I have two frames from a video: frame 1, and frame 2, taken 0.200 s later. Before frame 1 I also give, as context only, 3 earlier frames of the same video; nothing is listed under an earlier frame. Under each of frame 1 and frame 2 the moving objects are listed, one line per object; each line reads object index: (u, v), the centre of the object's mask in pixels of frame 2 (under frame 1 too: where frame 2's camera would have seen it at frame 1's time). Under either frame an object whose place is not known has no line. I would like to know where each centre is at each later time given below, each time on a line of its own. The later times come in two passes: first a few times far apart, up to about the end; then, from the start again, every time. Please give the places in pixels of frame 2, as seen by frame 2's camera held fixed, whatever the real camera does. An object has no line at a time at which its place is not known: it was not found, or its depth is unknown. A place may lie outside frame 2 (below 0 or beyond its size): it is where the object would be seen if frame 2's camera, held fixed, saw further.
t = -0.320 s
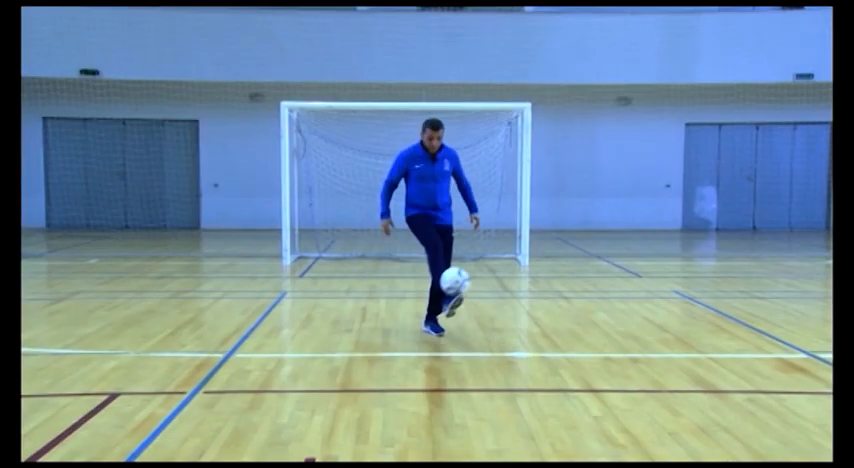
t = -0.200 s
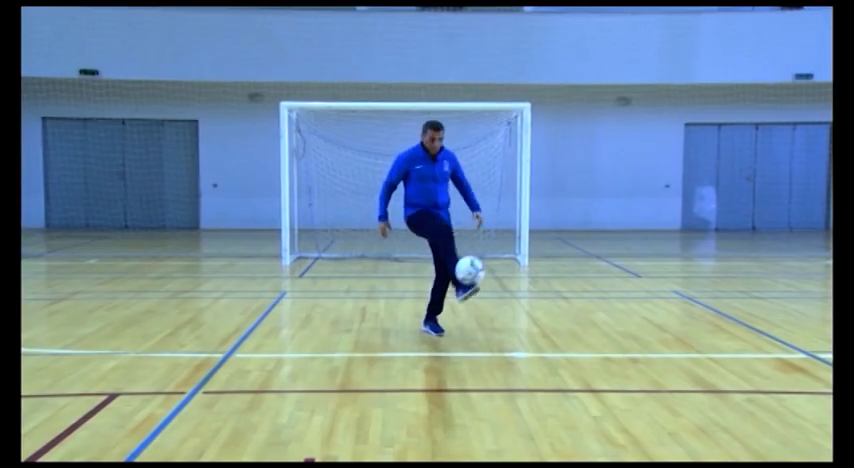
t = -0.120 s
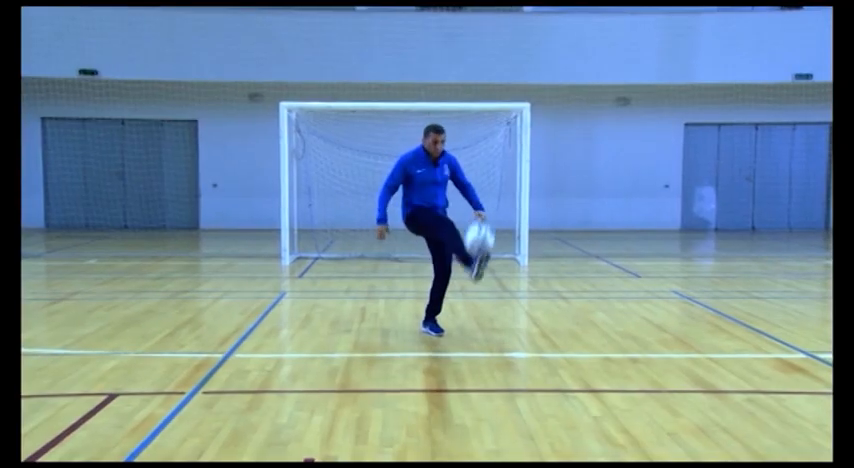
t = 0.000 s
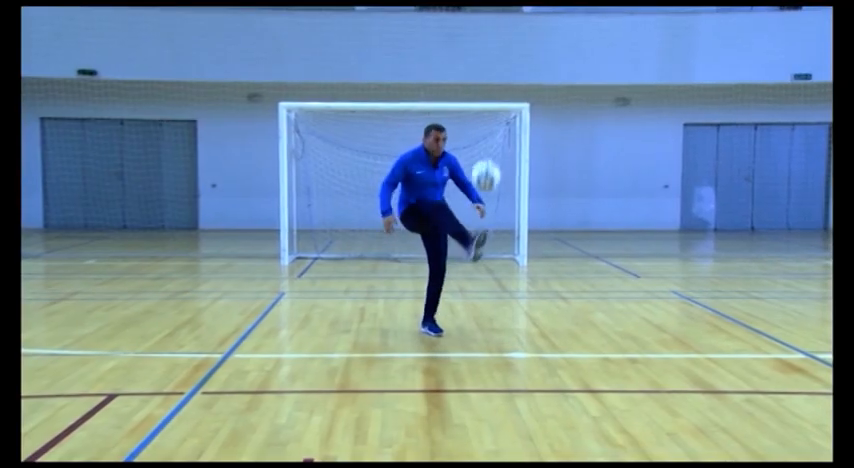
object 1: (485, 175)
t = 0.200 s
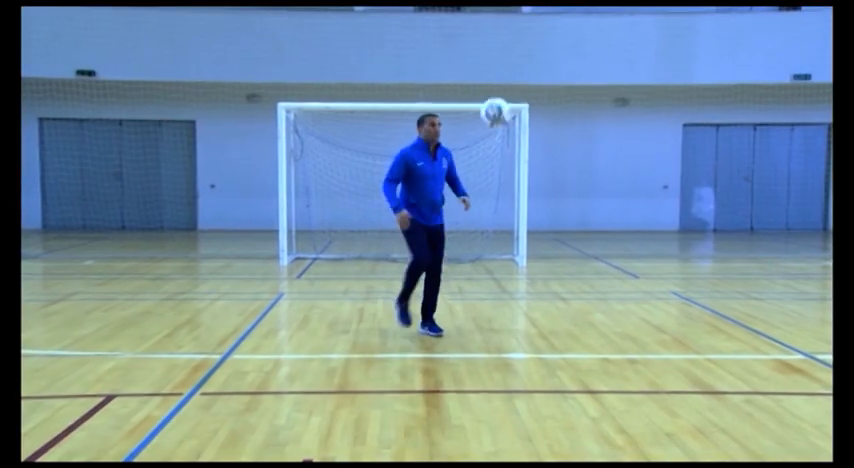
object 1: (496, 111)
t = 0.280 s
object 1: (499, 102)
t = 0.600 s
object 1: (513, 149)
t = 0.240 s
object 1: (497, 105)
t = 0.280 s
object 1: (499, 102)
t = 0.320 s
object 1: (501, 100)
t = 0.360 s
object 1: (503, 100)
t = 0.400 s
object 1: (505, 103)
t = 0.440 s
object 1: (506, 107)
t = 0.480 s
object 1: (508, 114)
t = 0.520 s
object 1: (510, 124)
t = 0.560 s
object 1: (512, 135)
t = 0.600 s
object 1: (513, 149)
